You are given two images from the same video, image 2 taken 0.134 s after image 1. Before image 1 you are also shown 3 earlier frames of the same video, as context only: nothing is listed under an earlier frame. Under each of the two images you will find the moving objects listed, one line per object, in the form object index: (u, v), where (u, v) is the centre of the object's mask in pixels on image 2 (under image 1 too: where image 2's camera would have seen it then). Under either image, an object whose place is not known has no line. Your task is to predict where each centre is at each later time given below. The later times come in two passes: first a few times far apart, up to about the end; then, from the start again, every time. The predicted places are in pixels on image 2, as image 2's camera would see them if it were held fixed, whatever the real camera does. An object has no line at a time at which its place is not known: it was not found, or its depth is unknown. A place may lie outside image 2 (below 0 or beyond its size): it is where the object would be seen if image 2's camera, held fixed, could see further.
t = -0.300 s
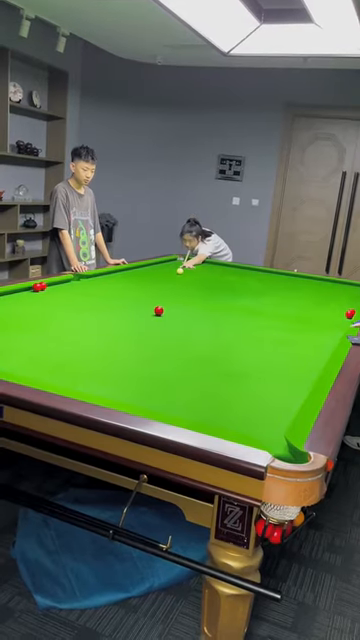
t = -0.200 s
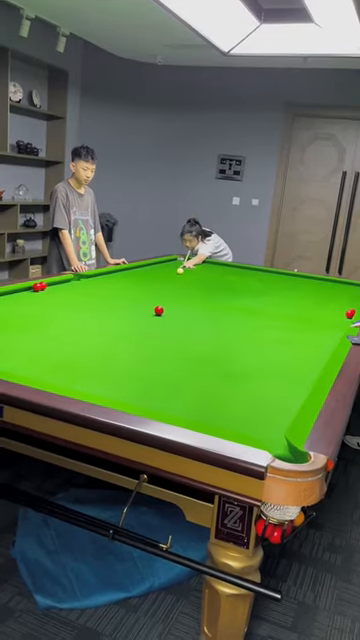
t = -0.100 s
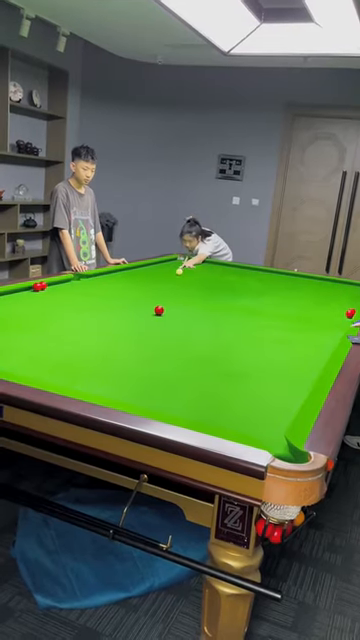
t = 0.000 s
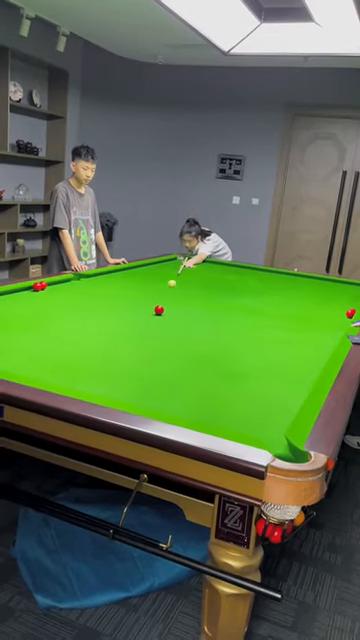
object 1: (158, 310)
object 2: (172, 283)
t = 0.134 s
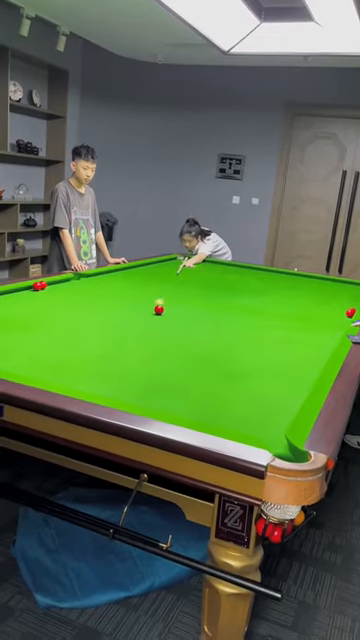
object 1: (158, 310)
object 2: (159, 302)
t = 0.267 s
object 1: (180, 336)
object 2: (126, 307)
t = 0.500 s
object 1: (253, 421)
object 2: (67, 310)
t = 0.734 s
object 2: (5, 314)
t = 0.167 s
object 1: (161, 312)
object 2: (154, 307)
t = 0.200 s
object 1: (167, 319)
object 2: (144, 307)
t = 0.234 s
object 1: (173, 327)
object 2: (135, 307)
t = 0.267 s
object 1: (180, 336)
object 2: (126, 307)
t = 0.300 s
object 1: (187, 344)
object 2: (117, 307)
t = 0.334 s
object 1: (196, 354)
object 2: (109, 307)
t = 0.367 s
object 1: (205, 365)
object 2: (101, 308)
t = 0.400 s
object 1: (215, 377)
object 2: (93, 308)
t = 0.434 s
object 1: (226, 390)
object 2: (85, 309)
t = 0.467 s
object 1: (238, 405)
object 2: (76, 309)
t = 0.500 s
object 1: (253, 421)
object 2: (67, 310)
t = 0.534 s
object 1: (269, 439)
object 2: (58, 310)
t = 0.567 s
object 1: (286, 456)
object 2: (50, 311)
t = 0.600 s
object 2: (41, 311)
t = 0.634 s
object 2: (31, 312)
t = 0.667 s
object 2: (22, 312)
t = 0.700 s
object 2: (13, 313)
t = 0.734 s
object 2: (5, 314)
